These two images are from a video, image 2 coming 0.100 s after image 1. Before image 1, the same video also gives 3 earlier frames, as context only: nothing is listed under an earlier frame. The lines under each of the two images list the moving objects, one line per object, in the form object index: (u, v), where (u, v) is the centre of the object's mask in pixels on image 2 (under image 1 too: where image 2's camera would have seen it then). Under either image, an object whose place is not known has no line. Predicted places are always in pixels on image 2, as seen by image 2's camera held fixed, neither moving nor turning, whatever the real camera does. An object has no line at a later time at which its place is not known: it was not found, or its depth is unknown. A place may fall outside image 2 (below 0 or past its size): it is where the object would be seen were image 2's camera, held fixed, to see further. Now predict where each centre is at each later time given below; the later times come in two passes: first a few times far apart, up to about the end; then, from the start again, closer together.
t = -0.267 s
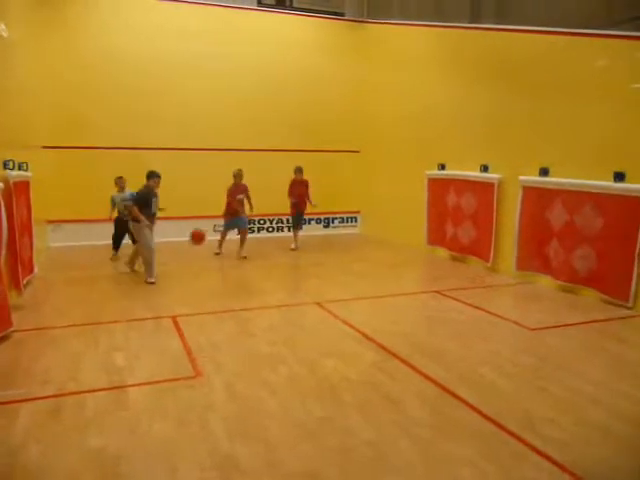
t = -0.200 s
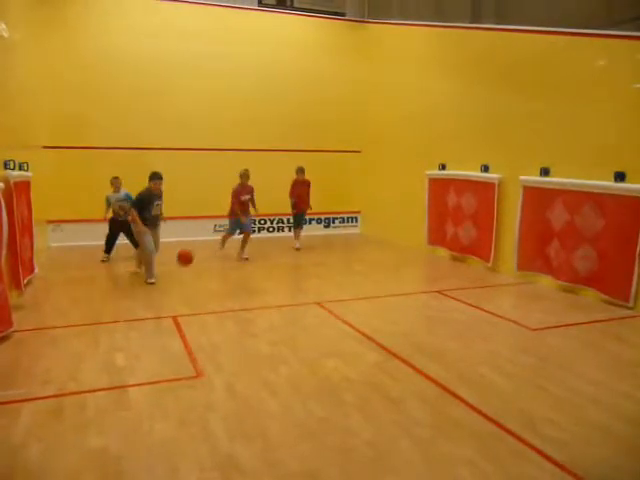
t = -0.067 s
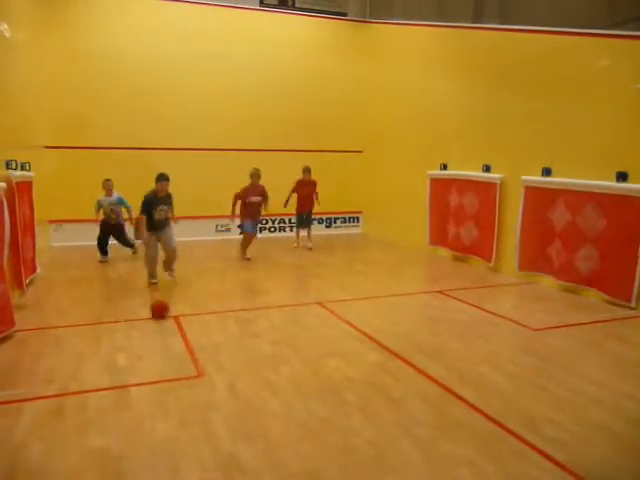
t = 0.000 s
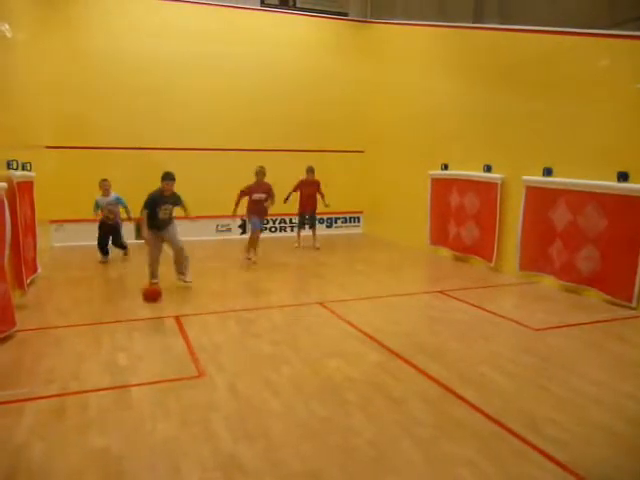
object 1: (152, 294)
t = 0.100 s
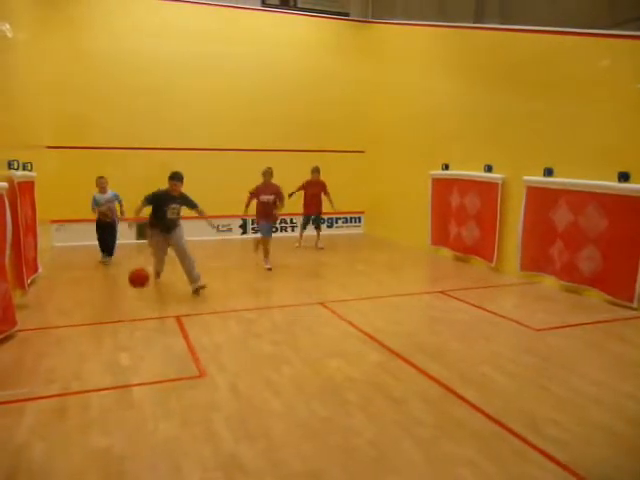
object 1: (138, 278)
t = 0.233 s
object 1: (119, 271)
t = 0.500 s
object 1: (72, 323)
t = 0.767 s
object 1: (14, 368)
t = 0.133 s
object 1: (134, 274)
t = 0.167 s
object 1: (129, 273)
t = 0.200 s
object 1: (124, 271)
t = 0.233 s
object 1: (119, 271)
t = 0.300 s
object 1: (107, 275)
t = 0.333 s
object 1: (102, 279)
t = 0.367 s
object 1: (97, 285)
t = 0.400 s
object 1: (91, 293)
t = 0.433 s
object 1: (85, 301)
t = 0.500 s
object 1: (72, 323)
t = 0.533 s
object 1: (66, 337)
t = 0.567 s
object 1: (60, 353)
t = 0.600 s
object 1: (53, 370)
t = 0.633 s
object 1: (46, 382)
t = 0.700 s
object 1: (30, 371)
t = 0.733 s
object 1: (22, 369)
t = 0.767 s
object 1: (14, 368)
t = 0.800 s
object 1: (5, 368)
